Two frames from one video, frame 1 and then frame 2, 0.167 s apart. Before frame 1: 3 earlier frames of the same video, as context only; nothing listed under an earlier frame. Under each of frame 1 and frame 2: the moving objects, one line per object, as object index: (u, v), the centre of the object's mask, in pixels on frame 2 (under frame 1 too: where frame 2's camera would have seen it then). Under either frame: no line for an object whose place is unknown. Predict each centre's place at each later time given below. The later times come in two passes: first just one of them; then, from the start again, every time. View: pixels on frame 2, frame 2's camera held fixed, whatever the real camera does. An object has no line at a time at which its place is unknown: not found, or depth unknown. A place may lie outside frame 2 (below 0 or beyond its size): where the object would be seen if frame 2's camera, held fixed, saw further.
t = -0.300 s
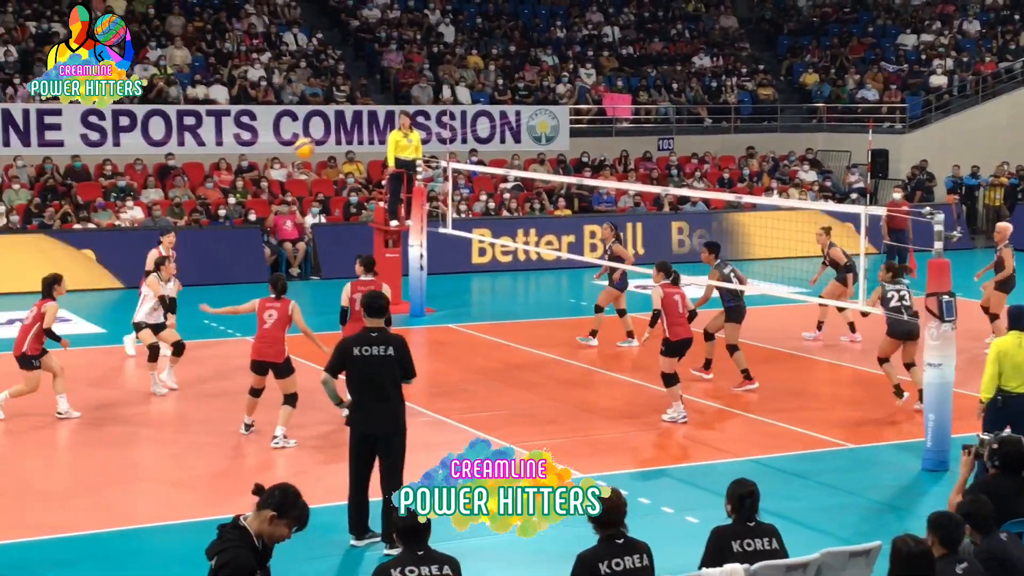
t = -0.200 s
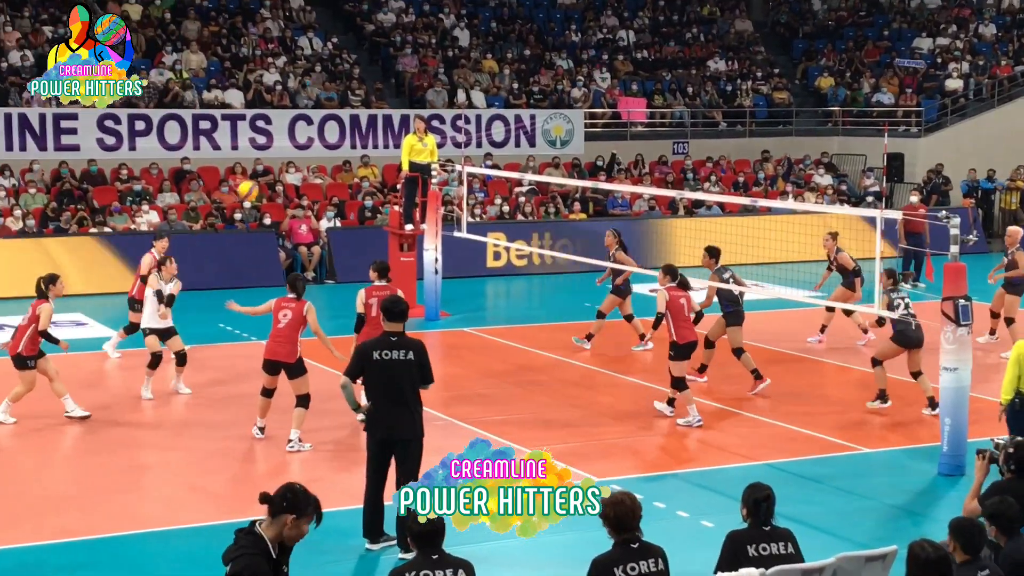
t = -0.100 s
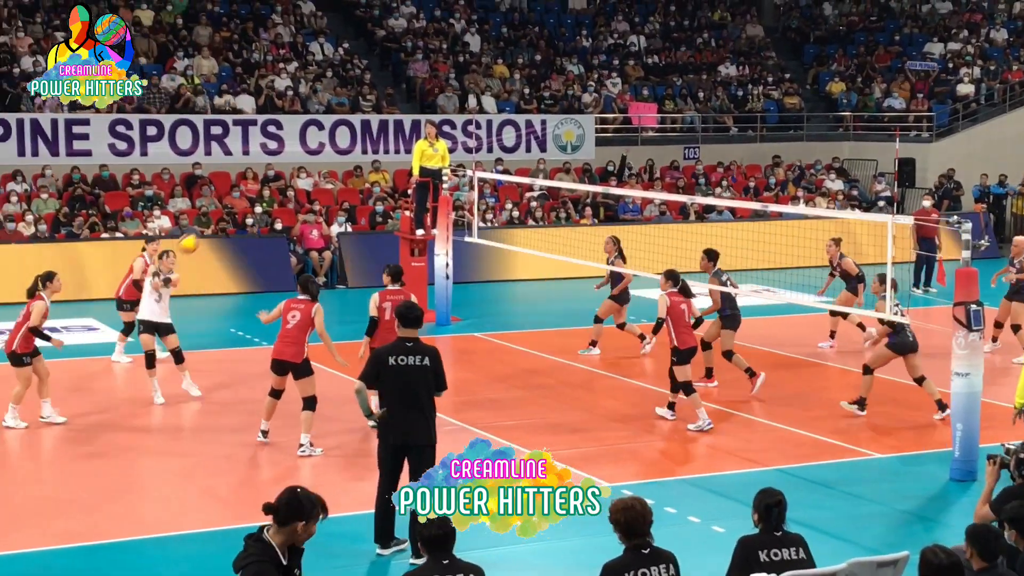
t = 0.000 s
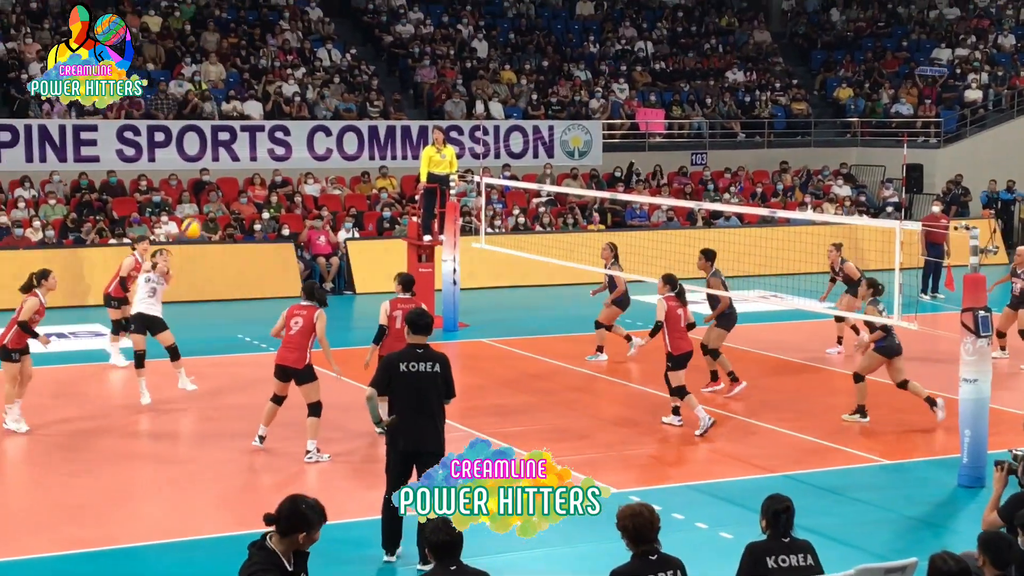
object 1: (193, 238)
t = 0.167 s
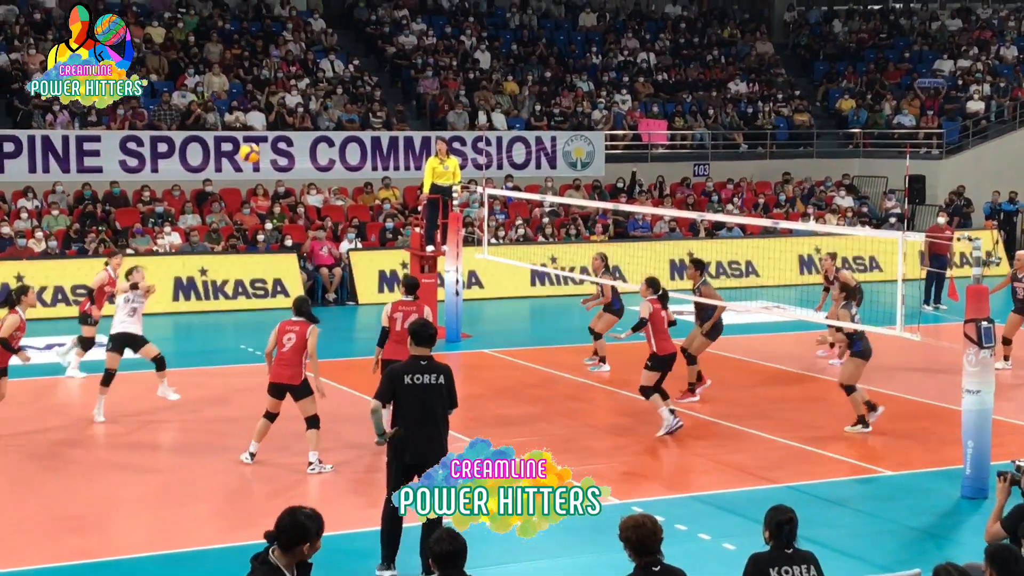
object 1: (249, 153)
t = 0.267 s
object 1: (282, 116)
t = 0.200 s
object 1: (260, 140)
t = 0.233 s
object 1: (272, 127)
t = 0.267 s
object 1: (282, 116)
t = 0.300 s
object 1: (292, 105)
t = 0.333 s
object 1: (302, 96)
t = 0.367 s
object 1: (311, 87)
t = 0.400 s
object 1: (321, 81)
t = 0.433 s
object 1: (330, 74)
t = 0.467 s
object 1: (339, 68)
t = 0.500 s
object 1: (349, 64)
